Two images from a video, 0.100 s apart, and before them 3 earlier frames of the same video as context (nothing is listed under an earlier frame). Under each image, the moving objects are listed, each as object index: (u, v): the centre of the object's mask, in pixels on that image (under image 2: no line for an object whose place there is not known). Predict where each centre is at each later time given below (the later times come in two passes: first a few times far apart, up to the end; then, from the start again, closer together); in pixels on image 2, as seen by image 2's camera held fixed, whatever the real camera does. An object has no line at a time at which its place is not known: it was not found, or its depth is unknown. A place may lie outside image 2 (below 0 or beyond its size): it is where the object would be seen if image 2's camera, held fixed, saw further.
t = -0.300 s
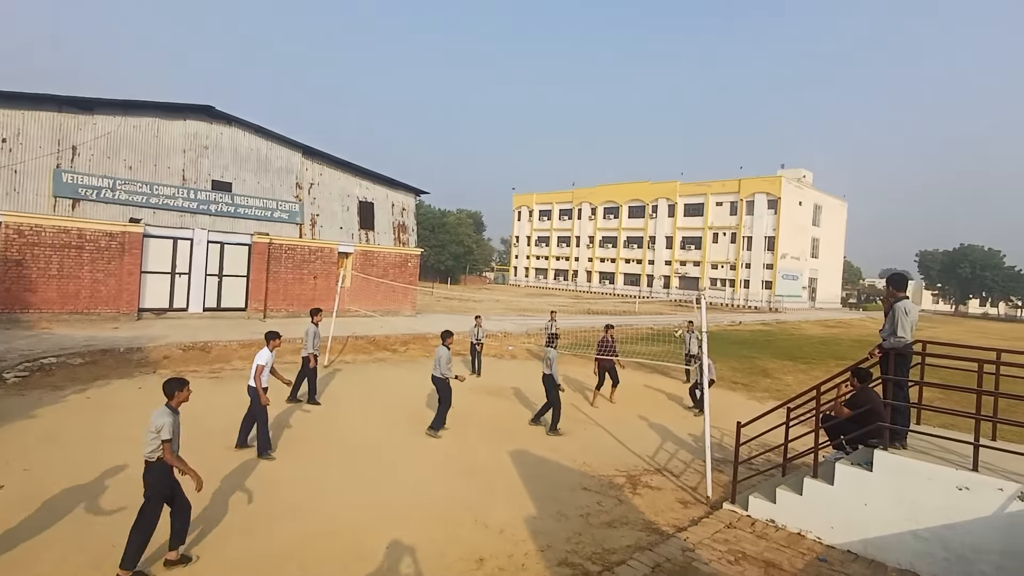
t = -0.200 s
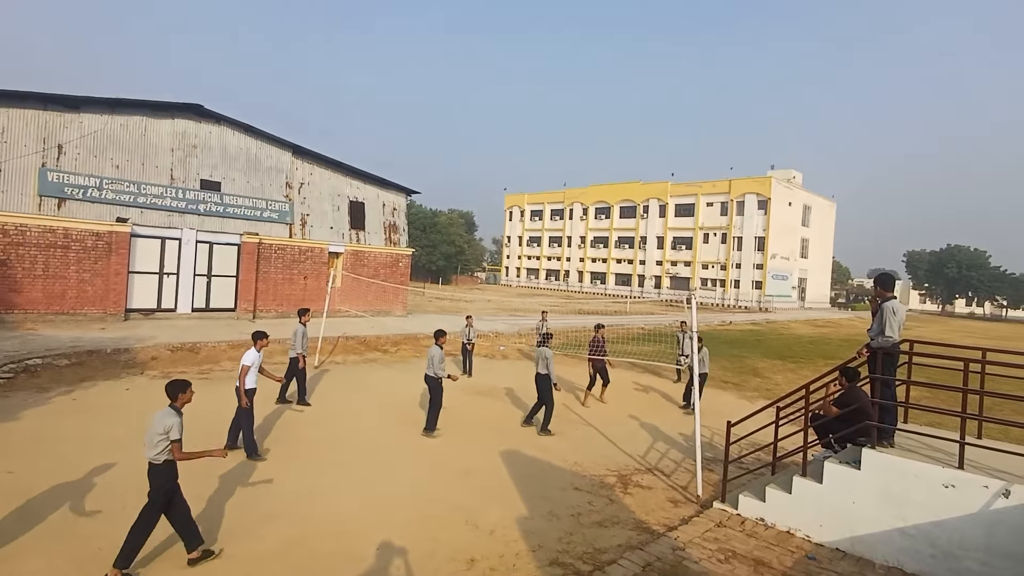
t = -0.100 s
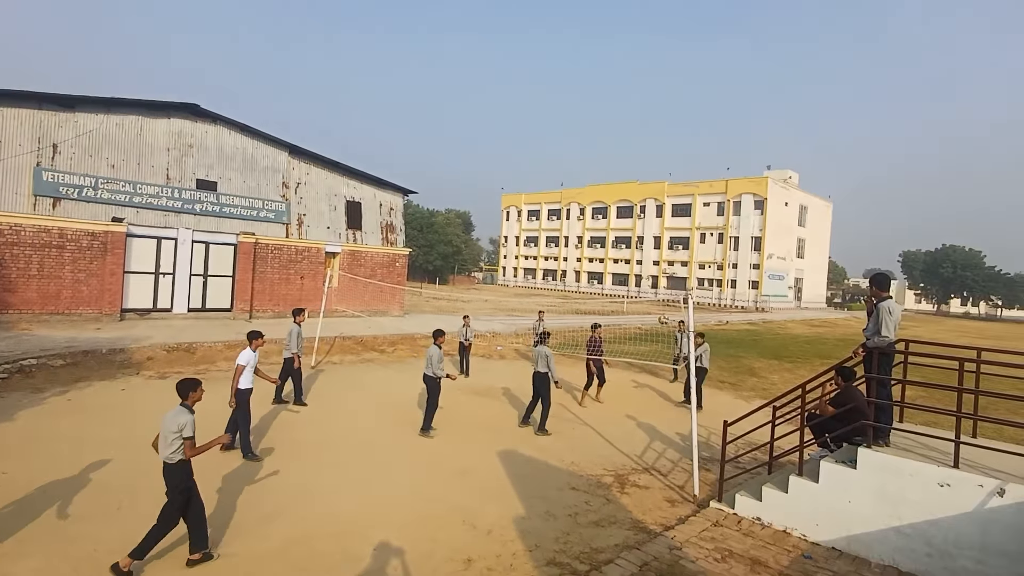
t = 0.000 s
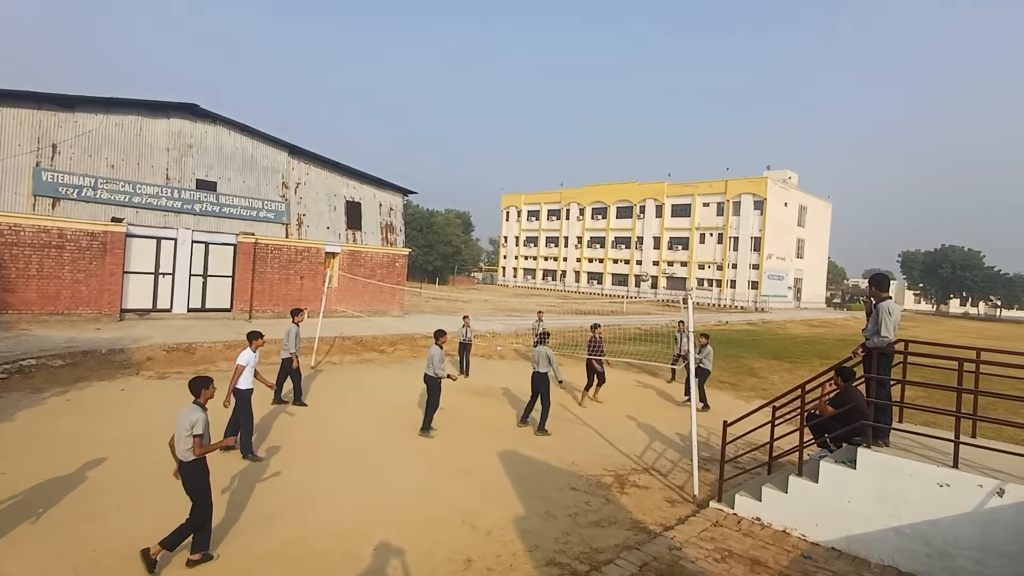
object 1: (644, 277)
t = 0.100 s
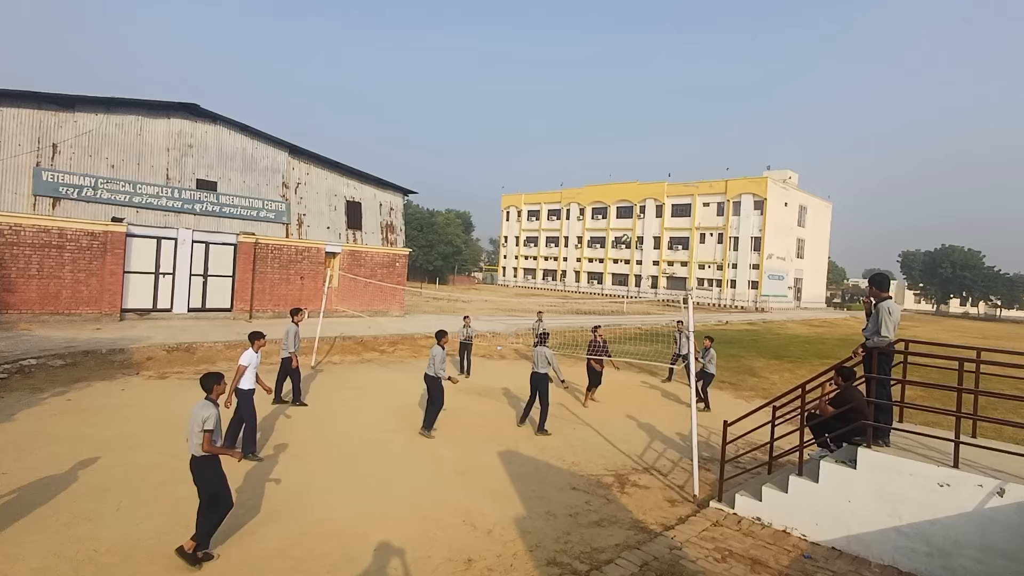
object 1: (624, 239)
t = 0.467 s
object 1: (546, 137)
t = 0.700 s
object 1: (491, 106)
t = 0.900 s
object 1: (441, 101)
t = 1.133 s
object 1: (380, 123)
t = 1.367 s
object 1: (317, 178)
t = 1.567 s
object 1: (259, 250)
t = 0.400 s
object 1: (561, 151)
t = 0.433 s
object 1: (554, 144)
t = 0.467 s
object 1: (546, 137)
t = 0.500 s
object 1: (539, 131)
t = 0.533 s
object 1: (531, 125)
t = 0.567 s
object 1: (523, 120)
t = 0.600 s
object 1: (515, 116)
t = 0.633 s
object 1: (507, 112)
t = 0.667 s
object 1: (499, 109)
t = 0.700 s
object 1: (491, 106)
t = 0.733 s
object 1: (483, 104)
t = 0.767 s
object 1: (475, 102)
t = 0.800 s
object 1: (466, 101)
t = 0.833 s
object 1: (458, 101)
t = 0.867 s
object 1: (449, 100)
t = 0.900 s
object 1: (441, 101)
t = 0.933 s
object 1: (433, 102)
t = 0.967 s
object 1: (423, 104)
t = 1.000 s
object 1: (415, 107)
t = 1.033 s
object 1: (406, 110)
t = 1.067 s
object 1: (397, 114)
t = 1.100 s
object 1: (388, 118)
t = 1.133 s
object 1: (380, 123)
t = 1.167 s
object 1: (371, 130)
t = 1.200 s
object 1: (362, 136)
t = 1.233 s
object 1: (353, 143)
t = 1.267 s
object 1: (344, 151)
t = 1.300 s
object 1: (335, 160)
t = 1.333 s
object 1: (326, 168)
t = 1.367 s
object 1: (317, 178)
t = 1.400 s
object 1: (306, 189)
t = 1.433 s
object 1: (298, 199)
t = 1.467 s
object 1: (289, 211)
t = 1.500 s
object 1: (278, 224)
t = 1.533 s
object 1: (268, 237)
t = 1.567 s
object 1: (259, 250)
